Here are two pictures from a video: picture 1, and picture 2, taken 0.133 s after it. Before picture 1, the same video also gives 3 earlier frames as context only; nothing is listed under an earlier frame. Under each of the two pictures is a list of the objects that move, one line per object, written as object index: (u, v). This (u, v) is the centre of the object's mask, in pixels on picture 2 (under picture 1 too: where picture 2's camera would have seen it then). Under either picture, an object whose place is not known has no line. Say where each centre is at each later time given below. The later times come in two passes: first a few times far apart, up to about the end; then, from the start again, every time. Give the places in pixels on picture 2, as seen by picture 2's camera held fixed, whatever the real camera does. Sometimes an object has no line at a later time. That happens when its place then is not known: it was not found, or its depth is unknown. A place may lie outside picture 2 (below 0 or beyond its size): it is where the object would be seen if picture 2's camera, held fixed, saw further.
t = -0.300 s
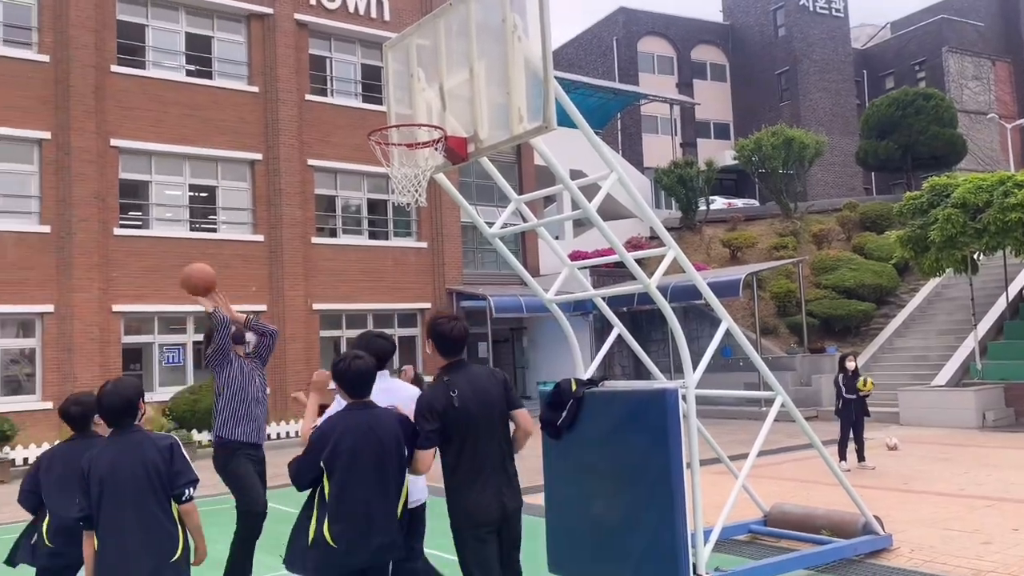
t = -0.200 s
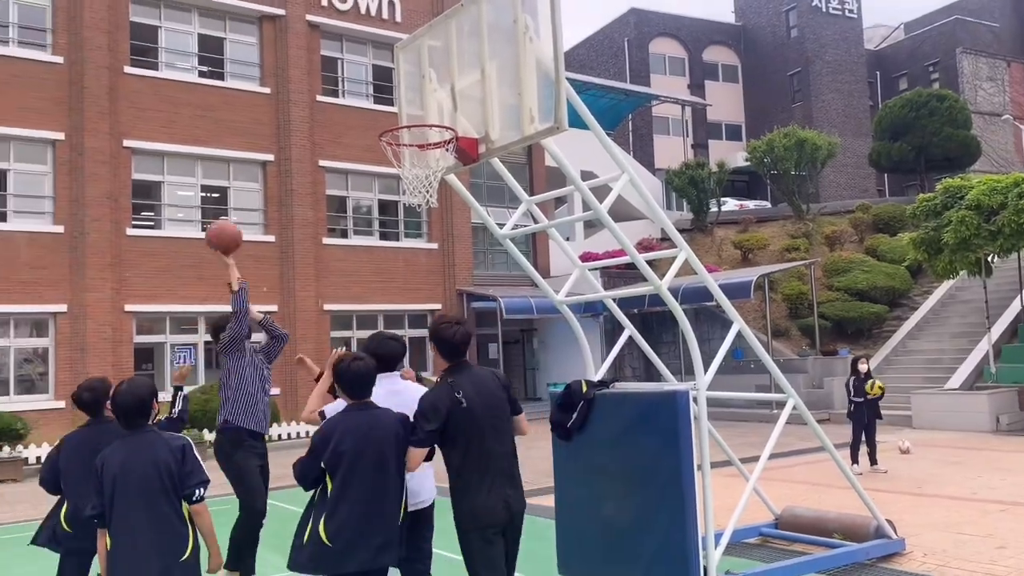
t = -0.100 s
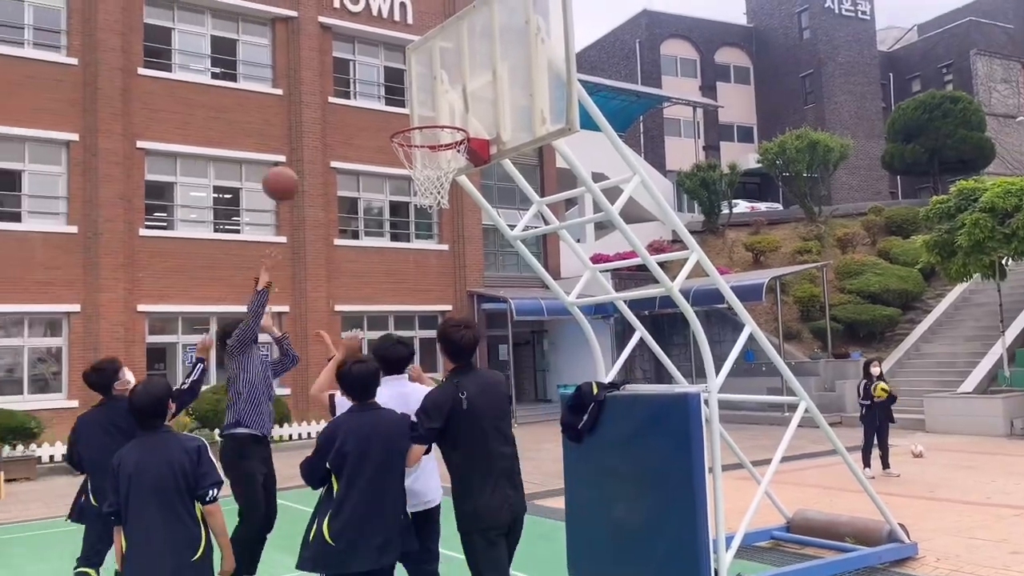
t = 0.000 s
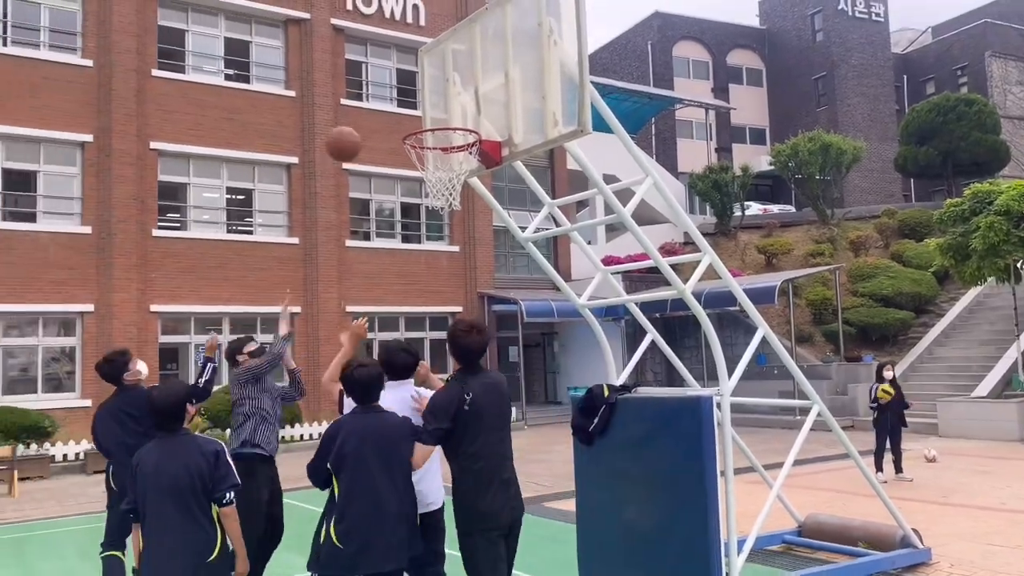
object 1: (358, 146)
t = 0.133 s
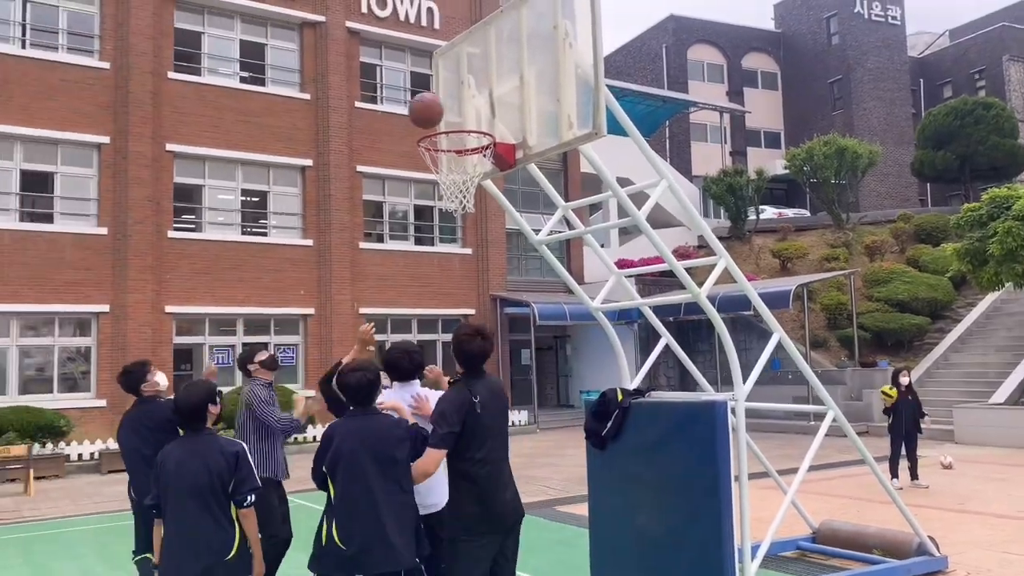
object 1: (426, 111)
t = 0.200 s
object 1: (459, 102)
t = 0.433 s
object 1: (446, 139)
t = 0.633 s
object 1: (472, 197)
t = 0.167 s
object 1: (442, 106)
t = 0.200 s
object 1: (459, 102)
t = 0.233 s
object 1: (465, 102)
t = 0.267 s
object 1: (462, 103)
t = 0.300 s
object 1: (458, 107)
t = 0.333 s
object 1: (455, 111)
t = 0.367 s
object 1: (451, 116)
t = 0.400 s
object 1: (448, 120)
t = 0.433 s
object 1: (446, 139)
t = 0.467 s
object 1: (451, 150)
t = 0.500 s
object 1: (457, 161)
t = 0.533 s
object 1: (461, 171)
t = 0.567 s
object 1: (467, 183)
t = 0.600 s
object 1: (470, 188)
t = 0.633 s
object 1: (472, 197)
